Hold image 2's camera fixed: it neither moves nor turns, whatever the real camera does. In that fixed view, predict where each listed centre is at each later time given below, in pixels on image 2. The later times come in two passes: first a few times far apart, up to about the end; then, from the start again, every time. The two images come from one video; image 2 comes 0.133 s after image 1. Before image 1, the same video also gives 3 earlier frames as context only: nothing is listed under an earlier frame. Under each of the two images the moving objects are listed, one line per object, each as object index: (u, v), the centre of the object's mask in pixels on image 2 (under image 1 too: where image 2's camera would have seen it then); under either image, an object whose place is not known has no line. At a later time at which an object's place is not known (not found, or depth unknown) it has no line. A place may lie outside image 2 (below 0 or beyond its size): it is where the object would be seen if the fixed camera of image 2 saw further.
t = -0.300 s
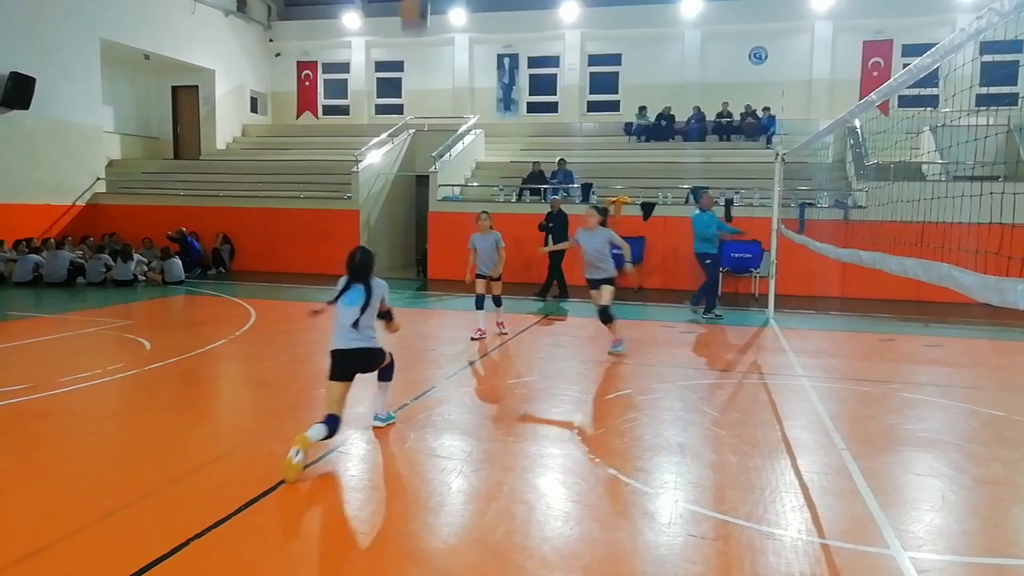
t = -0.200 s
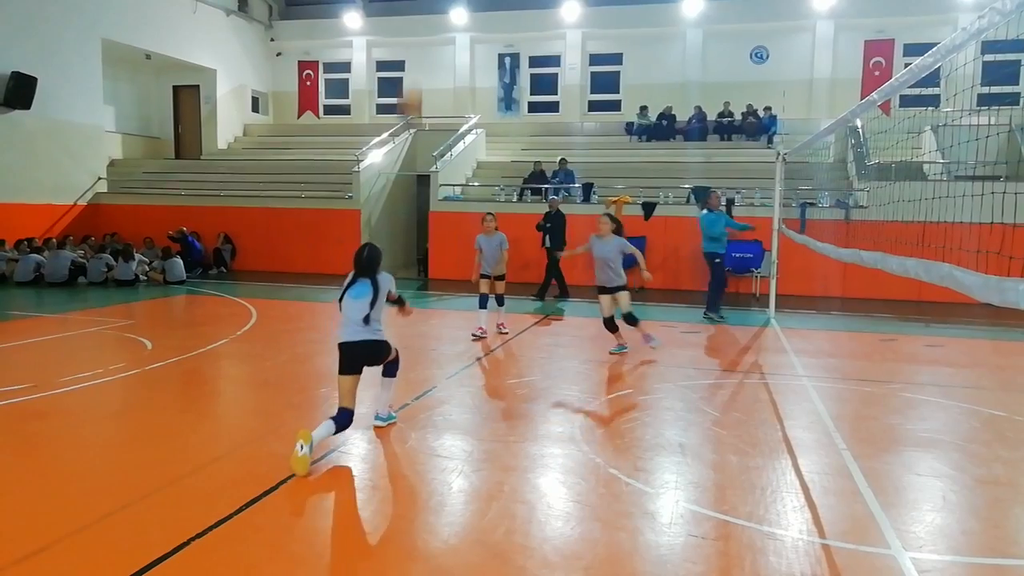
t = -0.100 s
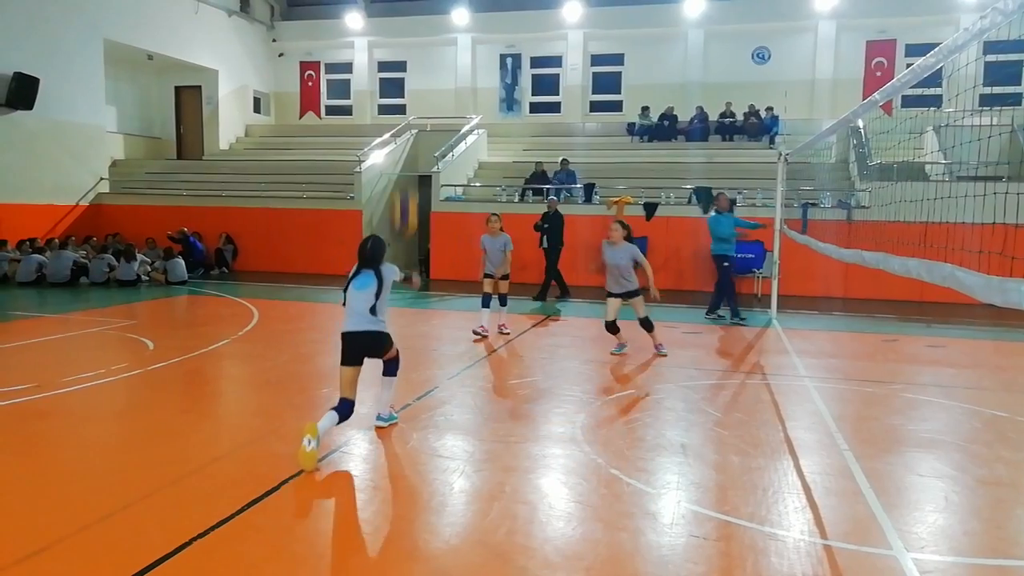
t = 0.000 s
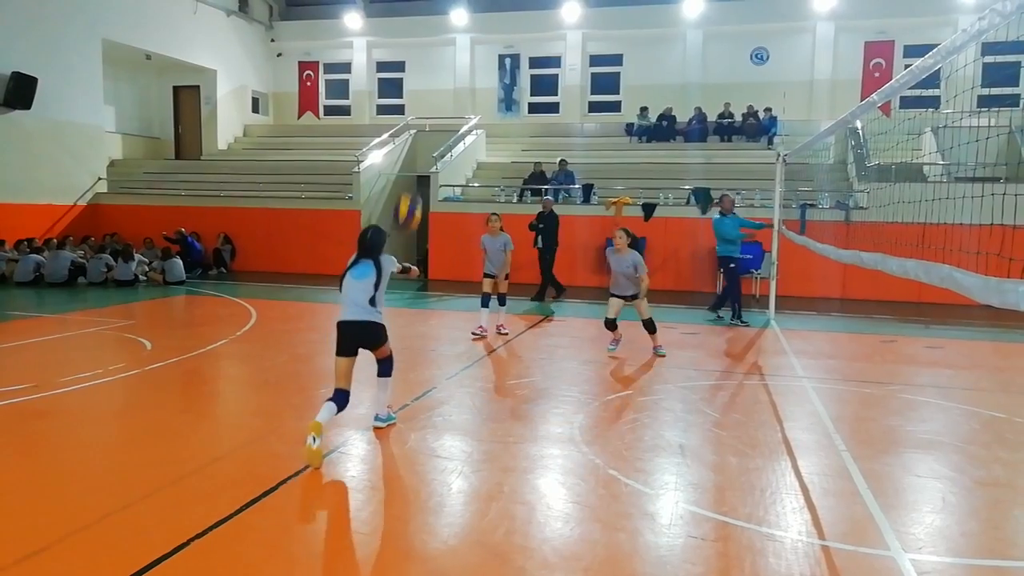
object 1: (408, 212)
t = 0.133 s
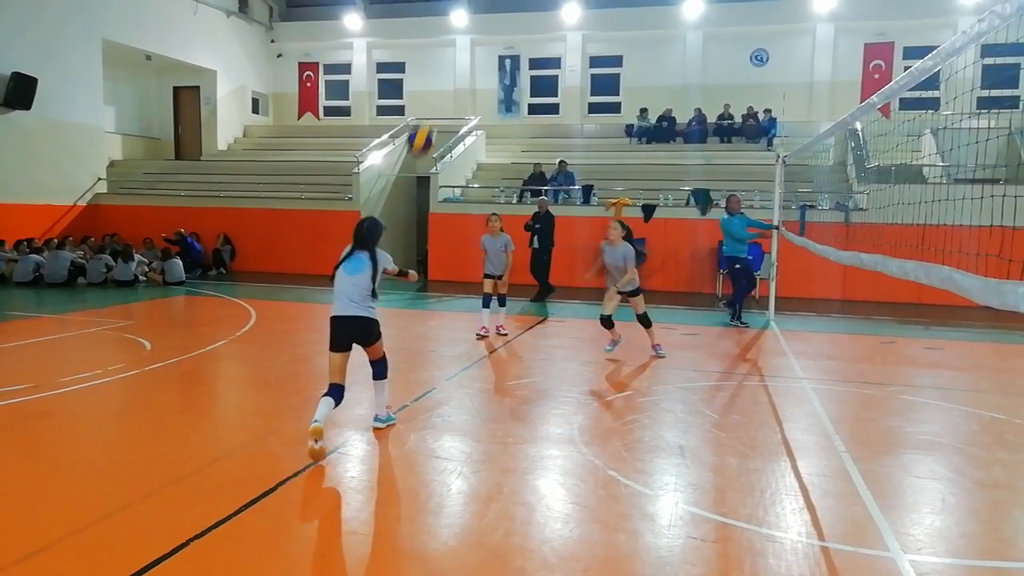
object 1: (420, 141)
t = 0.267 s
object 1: (435, 88)
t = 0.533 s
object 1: (464, 61)
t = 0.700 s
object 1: (481, 96)
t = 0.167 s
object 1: (424, 124)
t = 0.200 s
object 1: (428, 110)
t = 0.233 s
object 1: (431, 99)
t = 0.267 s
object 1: (435, 88)
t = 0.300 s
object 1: (439, 79)
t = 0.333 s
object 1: (442, 72)
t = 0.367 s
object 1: (446, 66)
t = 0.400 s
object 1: (450, 62)
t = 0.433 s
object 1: (453, 59)
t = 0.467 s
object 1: (457, 58)
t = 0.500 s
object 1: (460, 59)
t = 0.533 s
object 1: (464, 61)
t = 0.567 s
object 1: (467, 64)
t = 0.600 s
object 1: (471, 70)
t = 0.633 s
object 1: (474, 77)
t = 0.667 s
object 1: (477, 85)
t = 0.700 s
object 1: (481, 96)
